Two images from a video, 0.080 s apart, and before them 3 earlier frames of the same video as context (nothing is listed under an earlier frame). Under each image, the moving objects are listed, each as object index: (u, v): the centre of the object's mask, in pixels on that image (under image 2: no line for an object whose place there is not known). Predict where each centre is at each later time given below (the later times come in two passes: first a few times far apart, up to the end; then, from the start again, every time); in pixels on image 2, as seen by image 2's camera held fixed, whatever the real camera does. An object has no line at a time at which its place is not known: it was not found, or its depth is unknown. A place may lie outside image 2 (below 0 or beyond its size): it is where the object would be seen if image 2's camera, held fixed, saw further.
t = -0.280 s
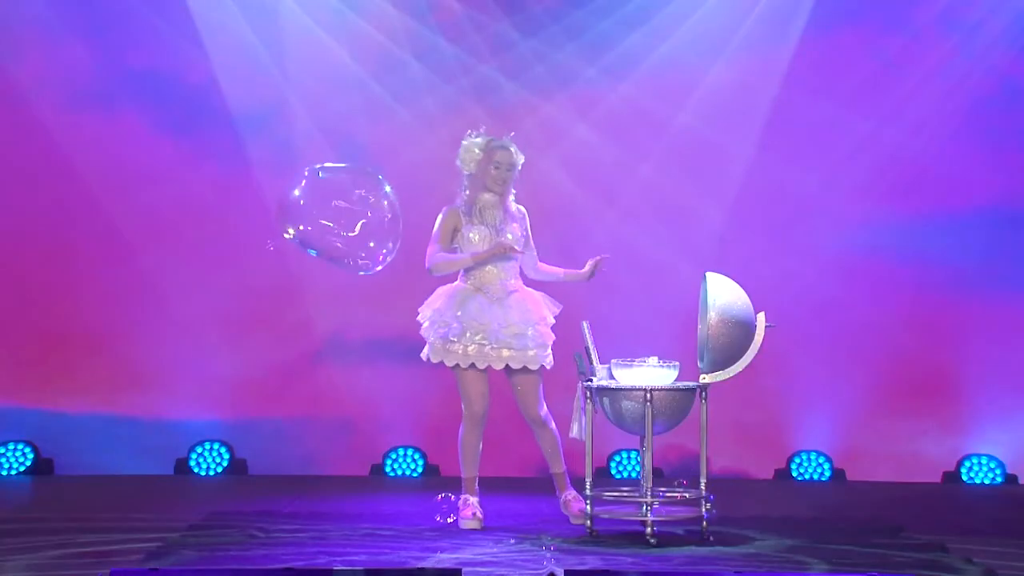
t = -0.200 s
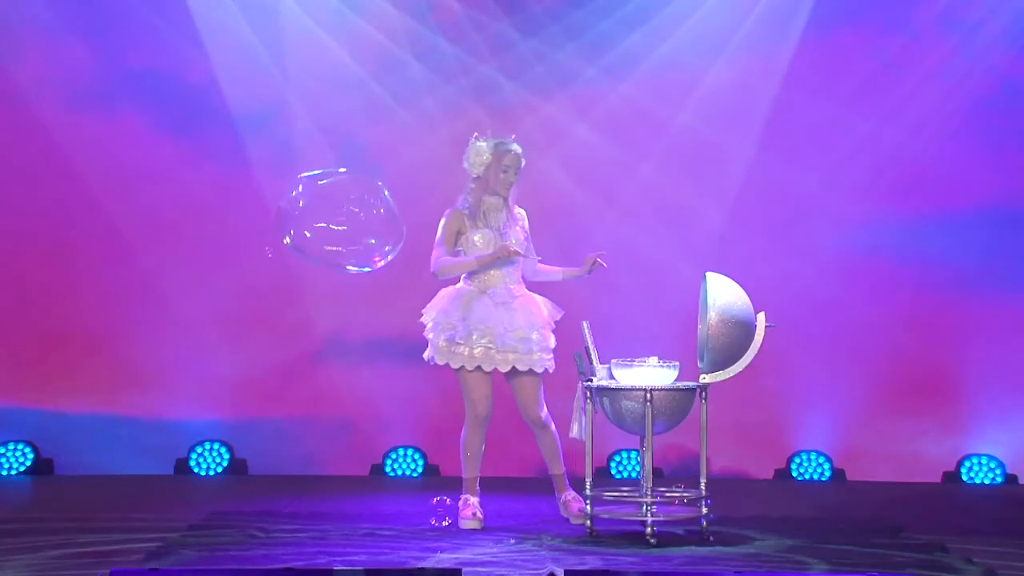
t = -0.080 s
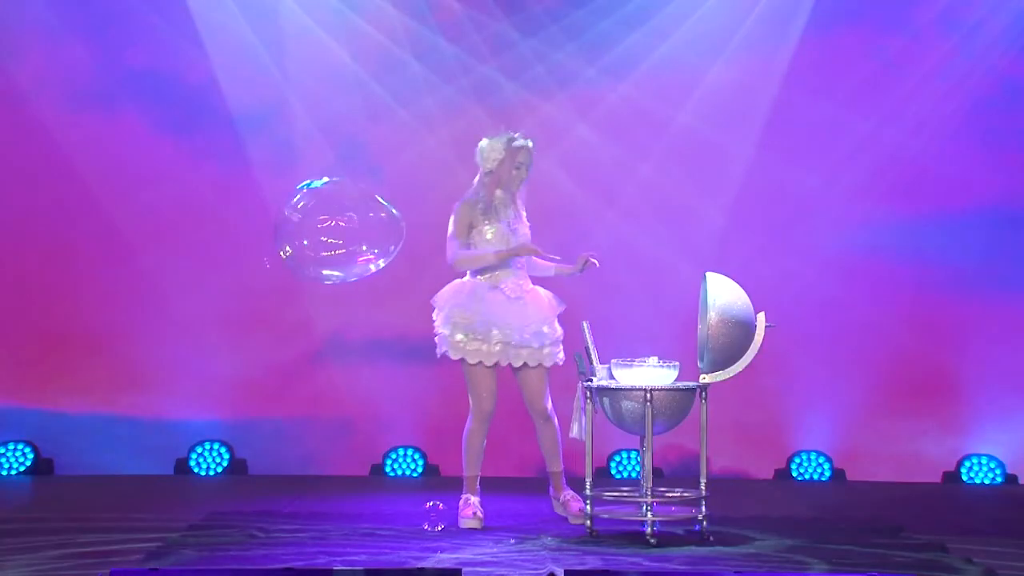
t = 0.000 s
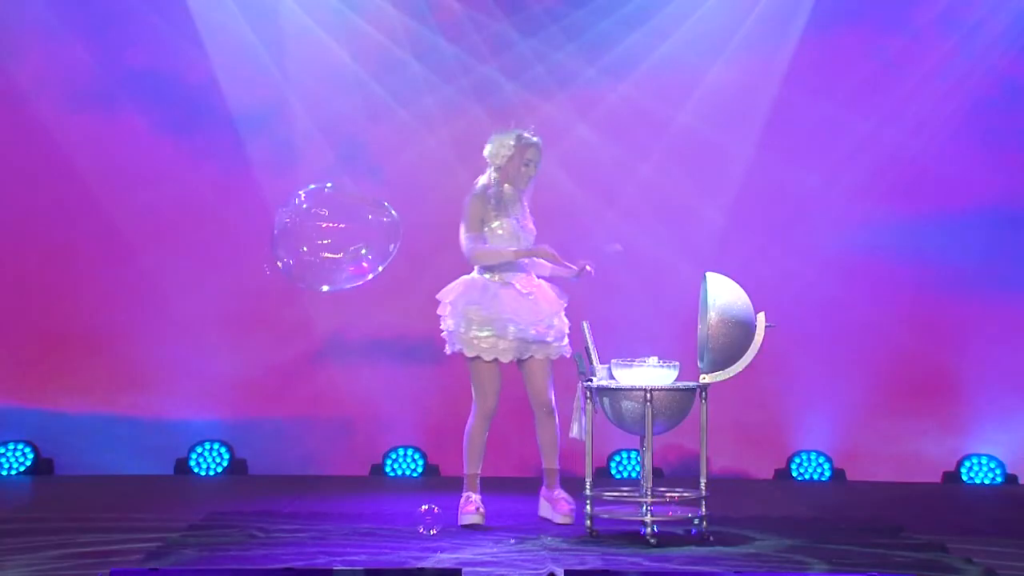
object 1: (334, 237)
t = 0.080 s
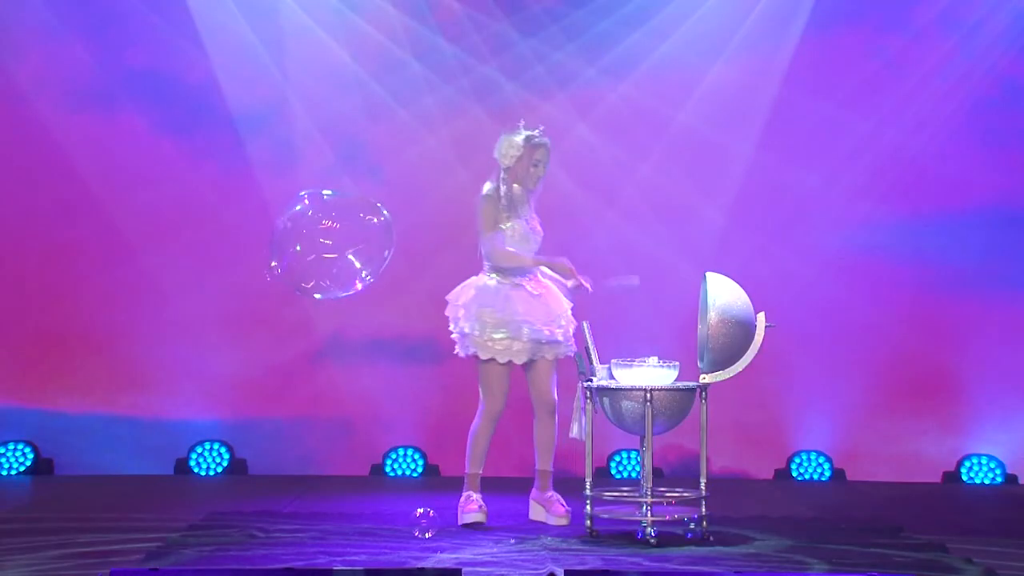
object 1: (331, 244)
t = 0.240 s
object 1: (326, 254)
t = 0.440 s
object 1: (320, 266)
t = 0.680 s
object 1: (317, 288)
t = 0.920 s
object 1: (309, 311)
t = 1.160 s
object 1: (304, 327)
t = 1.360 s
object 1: (302, 344)
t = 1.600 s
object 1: (297, 368)
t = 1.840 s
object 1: (290, 388)
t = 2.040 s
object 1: (287, 408)
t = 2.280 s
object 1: (285, 433)
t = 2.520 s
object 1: (285, 458)
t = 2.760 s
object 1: (284, 480)
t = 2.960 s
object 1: (280, 497)
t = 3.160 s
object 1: (275, 515)
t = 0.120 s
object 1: (329, 246)
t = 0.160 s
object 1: (328, 249)
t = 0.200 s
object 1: (327, 251)
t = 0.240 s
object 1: (326, 254)
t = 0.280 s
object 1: (324, 256)
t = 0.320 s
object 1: (323, 259)
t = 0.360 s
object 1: (321, 262)
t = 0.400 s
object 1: (320, 265)
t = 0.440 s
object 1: (320, 266)
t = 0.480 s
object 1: (319, 269)
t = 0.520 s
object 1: (319, 272)
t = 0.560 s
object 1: (318, 276)
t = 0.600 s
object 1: (318, 279)
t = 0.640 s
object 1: (317, 284)
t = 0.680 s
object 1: (317, 288)
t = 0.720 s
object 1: (315, 293)
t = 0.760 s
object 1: (314, 297)
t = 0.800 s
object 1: (313, 300)
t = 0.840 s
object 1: (312, 304)
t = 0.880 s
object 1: (311, 307)
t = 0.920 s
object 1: (309, 311)
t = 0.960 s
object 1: (308, 314)
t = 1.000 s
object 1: (307, 317)
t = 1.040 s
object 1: (307, 319)
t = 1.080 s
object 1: (306, 322)
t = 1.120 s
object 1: (305, 325)
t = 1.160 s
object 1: (304, 327)
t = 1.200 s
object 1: (304, 330)
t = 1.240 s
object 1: (303, 333)
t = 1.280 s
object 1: (303, 336)
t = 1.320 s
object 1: (303, 340)
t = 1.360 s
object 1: (302, 344)
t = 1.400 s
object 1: (302, 348)
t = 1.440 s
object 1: (301, 353)
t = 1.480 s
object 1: (300, 356)
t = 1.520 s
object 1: (299, 360)
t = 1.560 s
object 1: (298, 364)
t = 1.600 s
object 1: (297, 368)
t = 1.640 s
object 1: (297, 371)
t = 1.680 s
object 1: (295, 375)
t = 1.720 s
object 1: (294, 378)
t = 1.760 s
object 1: (292, 382)
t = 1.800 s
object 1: (291, 385)
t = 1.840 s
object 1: (290, 388)
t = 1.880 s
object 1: (289, 391)
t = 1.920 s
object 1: (288, 395)
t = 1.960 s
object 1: (288, 400)
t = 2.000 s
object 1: (287, 403)
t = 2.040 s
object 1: (287, 408)
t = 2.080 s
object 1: (287, 411)
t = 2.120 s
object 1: (286, 416)
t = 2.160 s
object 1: (287, 420)
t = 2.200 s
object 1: (286, 425)
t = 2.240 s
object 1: (286, 428)
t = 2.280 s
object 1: (285, 433)
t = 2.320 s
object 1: (285, 437)
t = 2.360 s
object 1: (285, 441)
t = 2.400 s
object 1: (286, 446)
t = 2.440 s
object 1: (286, 450)
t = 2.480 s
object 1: (285, 454)
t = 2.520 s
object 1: (285, 458)
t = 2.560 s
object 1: (284, 461)
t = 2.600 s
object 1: (282, 464)
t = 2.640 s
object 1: (287, 470)
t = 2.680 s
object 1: (287, 473)
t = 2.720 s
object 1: (286, 476)
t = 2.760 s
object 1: (284, 480)
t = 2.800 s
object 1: (282, 484)
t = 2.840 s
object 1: (281, 487)
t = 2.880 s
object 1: (280, 490)
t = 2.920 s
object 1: (279, 494)
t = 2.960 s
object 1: (280, 497)
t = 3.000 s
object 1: (278, 502)
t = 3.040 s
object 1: (277, 505)
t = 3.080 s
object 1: (277, 509)
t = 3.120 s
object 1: (277, 513)
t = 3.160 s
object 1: (275, 515)
